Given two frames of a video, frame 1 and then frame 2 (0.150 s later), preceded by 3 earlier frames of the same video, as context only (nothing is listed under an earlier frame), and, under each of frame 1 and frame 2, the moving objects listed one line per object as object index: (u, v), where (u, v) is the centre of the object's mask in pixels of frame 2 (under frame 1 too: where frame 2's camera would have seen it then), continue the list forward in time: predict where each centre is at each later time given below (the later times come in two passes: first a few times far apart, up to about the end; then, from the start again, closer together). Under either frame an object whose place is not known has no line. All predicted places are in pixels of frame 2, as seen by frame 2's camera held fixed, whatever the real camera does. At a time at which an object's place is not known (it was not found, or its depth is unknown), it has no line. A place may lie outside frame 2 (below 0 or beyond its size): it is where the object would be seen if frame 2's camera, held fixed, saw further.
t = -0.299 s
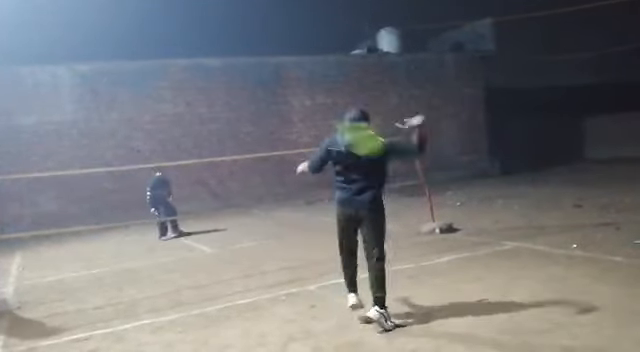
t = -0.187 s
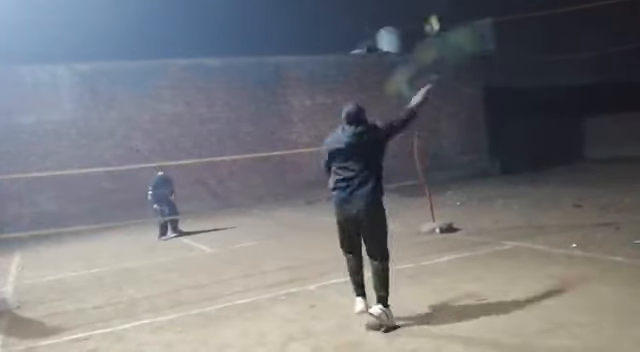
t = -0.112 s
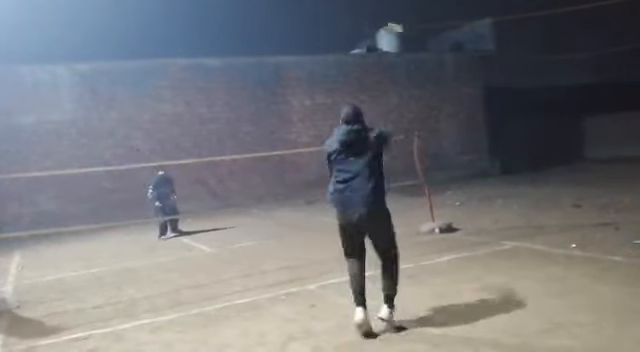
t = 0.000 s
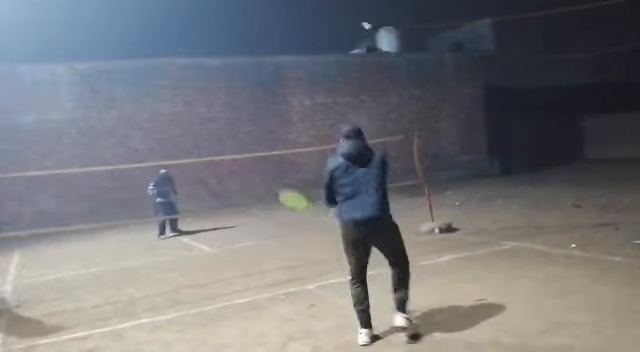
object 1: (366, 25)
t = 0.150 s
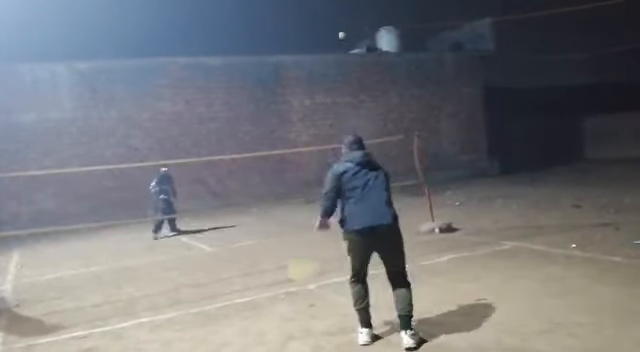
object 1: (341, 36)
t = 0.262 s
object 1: (330, 48)
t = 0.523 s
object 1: (315, 95)
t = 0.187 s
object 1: (337, 40)
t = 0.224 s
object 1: (333, 44)
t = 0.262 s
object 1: (330, 48)
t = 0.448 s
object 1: (319, 80)
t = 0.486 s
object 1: (317, 88)
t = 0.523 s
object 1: (315, 95)
